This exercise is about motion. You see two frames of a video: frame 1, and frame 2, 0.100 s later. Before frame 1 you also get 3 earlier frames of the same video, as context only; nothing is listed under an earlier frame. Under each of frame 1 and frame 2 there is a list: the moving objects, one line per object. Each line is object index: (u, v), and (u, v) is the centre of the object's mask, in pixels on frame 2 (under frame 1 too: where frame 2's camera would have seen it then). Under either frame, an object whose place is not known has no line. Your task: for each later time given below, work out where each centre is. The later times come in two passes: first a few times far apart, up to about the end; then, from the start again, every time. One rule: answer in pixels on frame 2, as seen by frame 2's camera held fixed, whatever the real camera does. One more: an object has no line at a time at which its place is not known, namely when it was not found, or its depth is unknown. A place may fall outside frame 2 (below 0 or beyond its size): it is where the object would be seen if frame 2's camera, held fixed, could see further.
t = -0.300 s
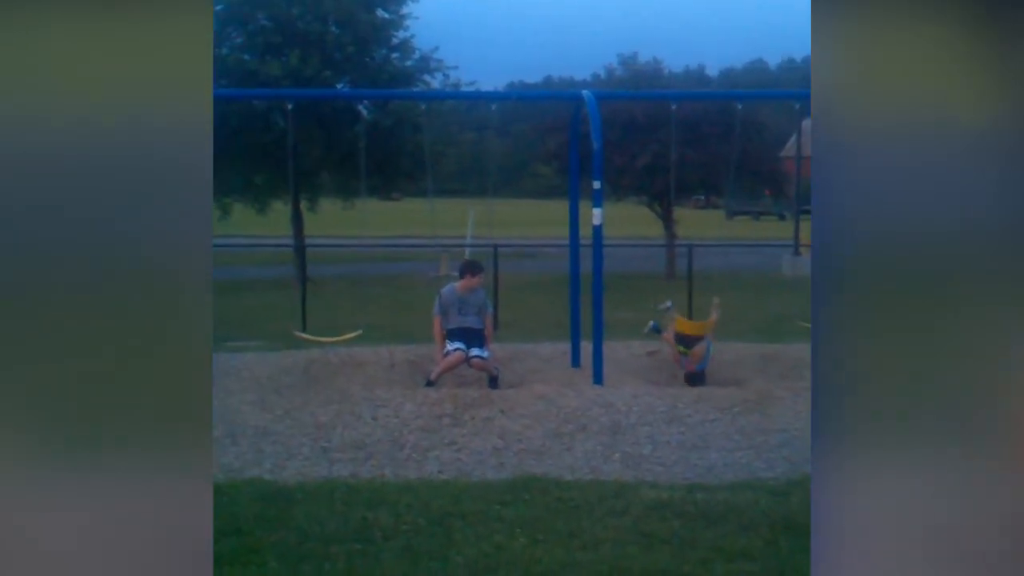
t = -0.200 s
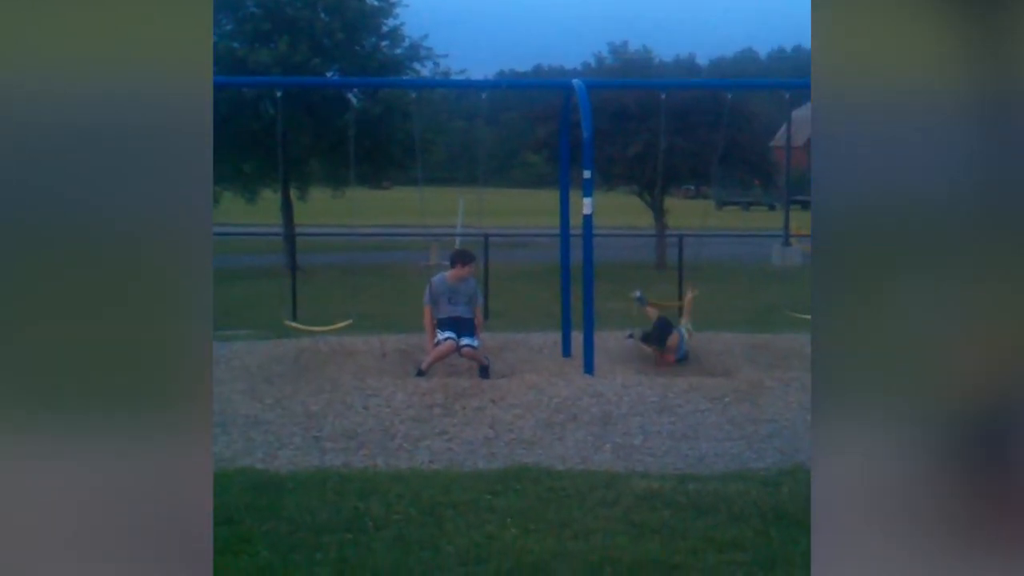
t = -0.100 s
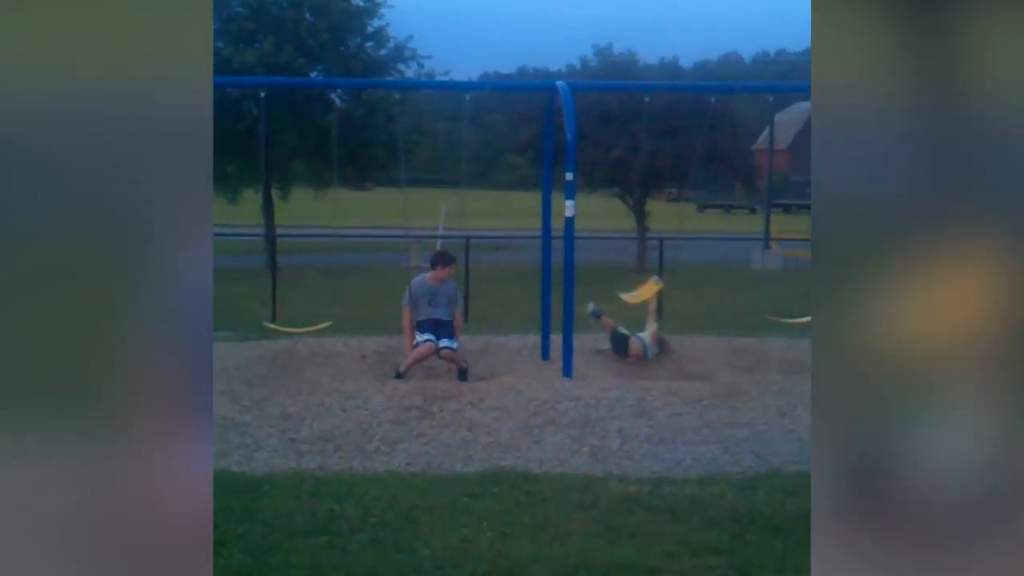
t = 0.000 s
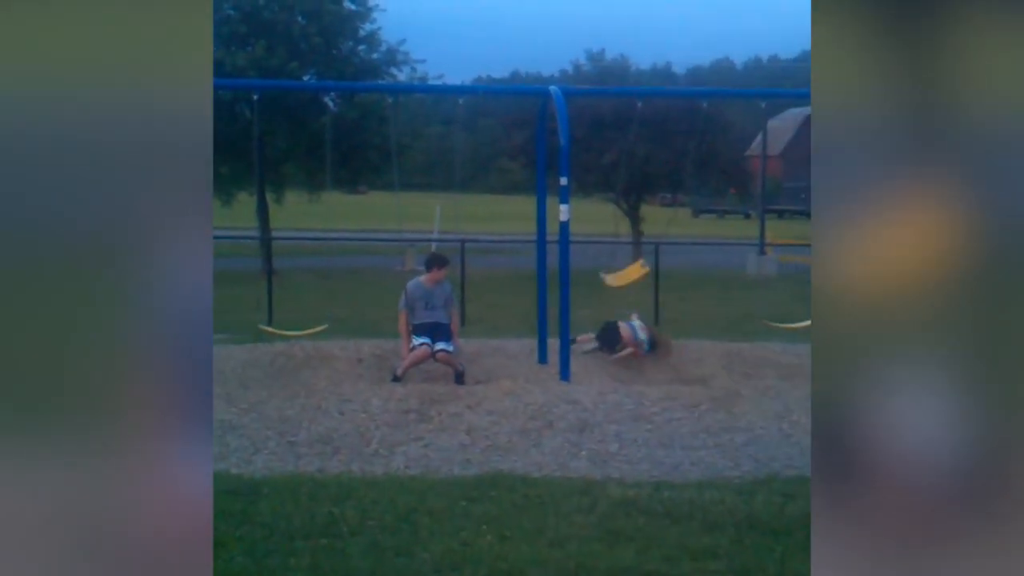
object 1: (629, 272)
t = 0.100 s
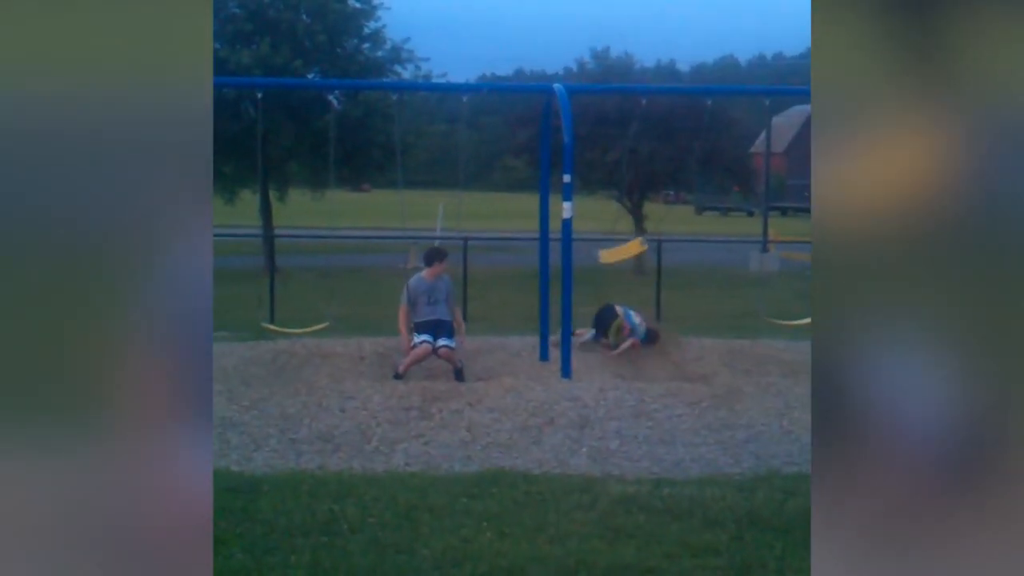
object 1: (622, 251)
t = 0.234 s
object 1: (618, 234)
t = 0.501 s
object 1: (620, 238)
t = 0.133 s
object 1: (622, 245)
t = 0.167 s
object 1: (620, 241)
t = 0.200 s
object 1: (619, 237)
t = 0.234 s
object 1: (618, 234)
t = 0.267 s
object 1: (617, 231)
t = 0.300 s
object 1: (617, 230)
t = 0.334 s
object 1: (617, 229)
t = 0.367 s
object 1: (617, 229)
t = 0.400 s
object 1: (618, 230)
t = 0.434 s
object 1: (618, 232)
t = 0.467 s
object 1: (618, 235)
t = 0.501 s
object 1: (620, 238)
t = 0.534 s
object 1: (620, 243)
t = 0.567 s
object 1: (623, 248)
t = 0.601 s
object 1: (627, 260)
